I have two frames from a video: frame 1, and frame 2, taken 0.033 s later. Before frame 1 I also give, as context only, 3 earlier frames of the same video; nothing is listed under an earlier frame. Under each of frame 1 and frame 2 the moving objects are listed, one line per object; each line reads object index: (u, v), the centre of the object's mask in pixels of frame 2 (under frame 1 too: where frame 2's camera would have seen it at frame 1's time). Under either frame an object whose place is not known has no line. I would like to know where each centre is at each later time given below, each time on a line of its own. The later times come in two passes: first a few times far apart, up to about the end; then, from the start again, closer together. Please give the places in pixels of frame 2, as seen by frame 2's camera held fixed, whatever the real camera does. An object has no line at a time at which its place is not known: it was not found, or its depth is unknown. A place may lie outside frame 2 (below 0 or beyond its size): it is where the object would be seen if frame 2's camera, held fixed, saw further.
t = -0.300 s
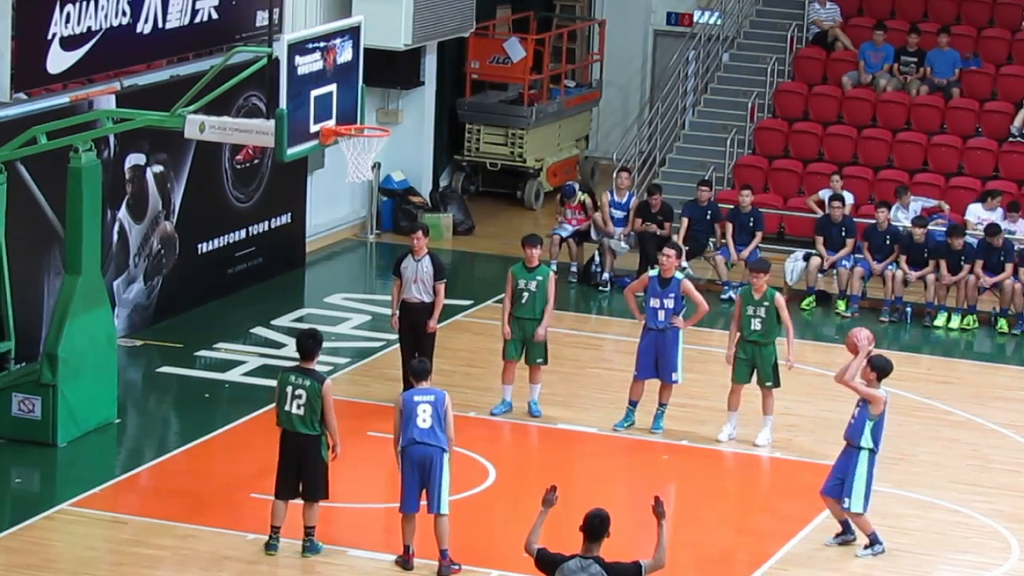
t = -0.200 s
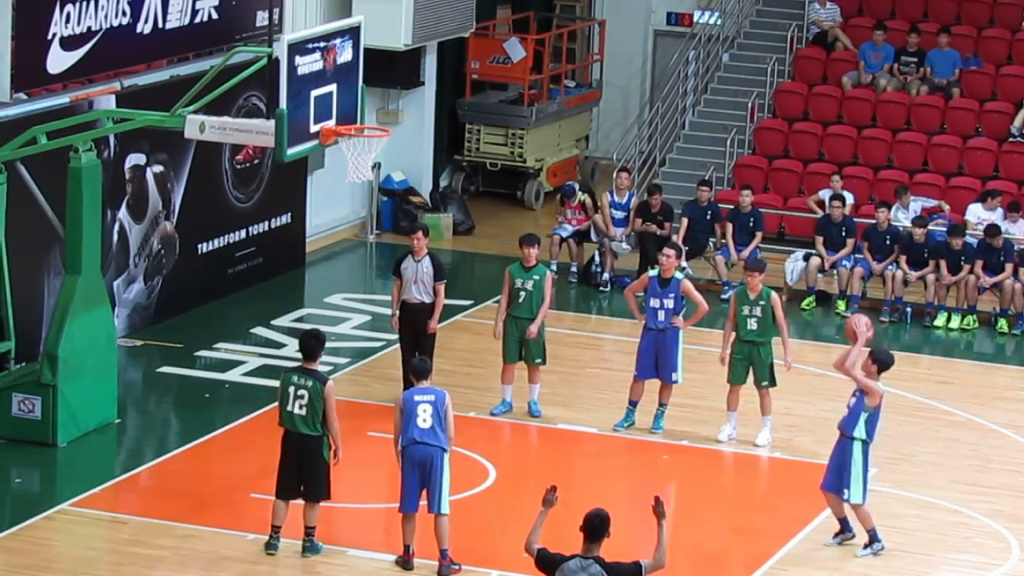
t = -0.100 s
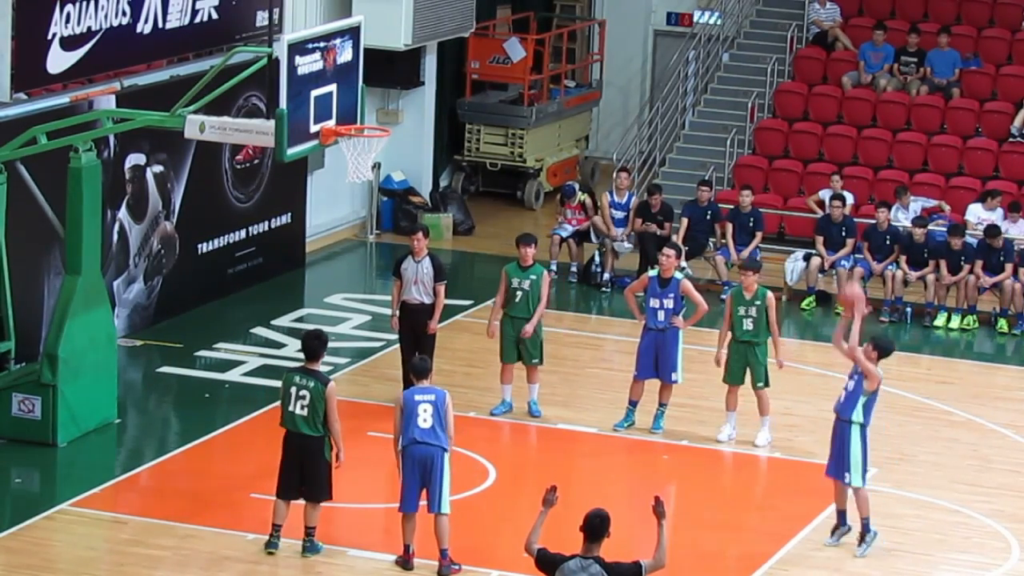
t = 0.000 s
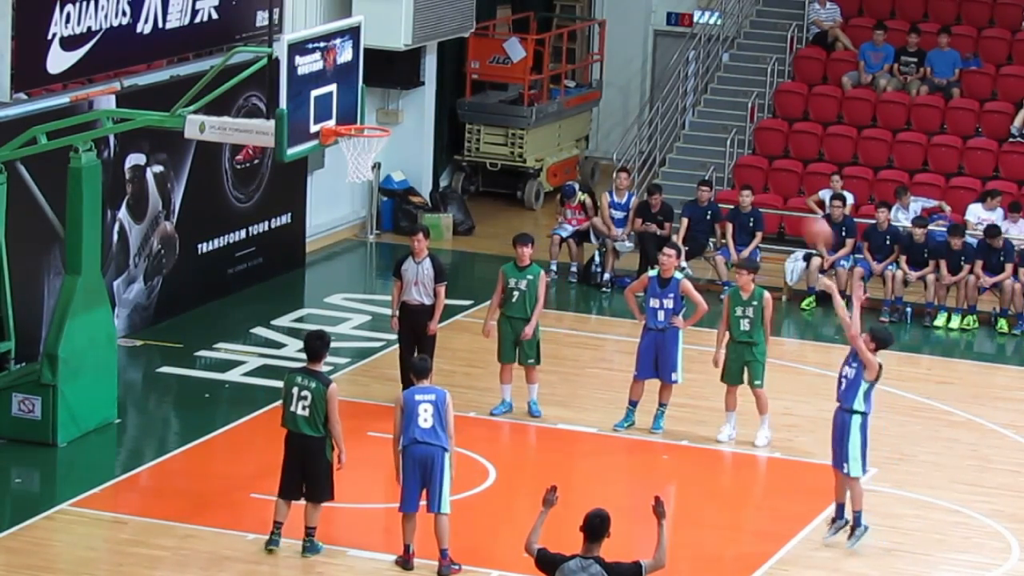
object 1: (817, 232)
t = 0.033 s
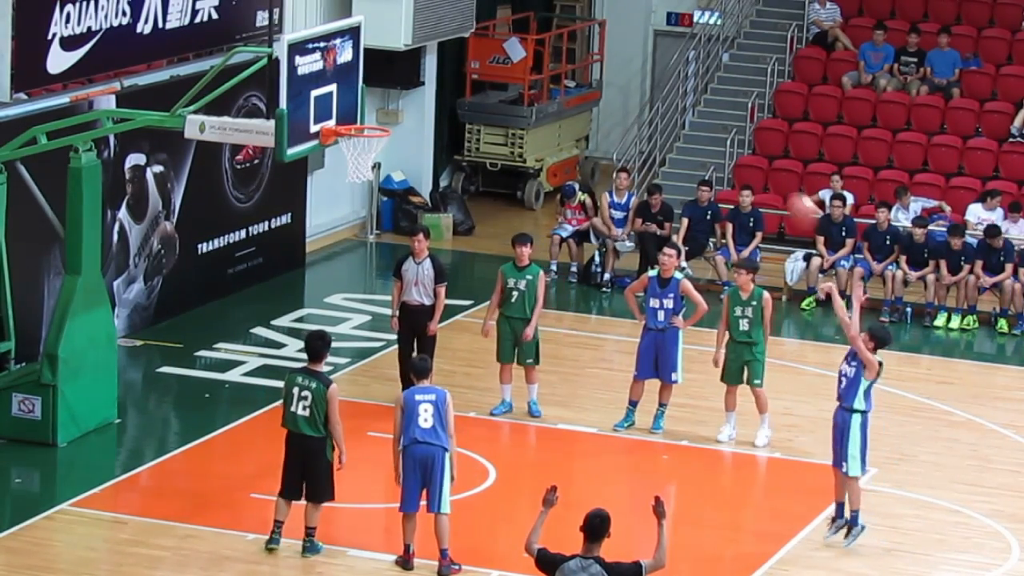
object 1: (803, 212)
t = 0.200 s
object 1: (726, 120)
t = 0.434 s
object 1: (619, 48)
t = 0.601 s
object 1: (545, 34)
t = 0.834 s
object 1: (442, 64)
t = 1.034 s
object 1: (357, 140)
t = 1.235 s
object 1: (352, 192)
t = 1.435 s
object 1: (358, 269)
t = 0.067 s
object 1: (787, 189)
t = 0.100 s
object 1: (772, 171)
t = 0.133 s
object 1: (757, 153)
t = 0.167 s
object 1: (741, 135)
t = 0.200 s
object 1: (726, 120)
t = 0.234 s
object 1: (711, 105)
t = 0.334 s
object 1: (665, 71)
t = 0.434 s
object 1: (619, 48)
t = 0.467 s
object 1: (605, 42)
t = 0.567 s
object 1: (560, 34)
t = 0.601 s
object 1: (545, 34)
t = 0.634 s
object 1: (530, 35)
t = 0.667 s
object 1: (514, 37)
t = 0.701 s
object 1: (500, 39)
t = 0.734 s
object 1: (485, 44)
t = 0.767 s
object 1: (469, 51)
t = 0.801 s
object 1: (454, 57)
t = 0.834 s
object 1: (442, 64)
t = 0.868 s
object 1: (426, 74)
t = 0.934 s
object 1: (397, 96)
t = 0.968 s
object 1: (383, 108)
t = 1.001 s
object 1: (367, 122)
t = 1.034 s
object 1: (357, 140)
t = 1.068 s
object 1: (351, 151)
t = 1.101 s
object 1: (348, 163)
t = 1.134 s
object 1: (348, 170)
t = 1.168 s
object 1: (350, 177)
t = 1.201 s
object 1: (351, 183)
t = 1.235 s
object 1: (352, 192)
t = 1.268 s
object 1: (353, 202)
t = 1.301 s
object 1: (354, 214)
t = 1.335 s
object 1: (355, 225)
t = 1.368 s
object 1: (357, 238)
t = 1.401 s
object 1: (357, 254)
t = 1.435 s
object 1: (358, 269)
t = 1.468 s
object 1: (360, 286)
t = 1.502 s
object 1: (359, 306)
